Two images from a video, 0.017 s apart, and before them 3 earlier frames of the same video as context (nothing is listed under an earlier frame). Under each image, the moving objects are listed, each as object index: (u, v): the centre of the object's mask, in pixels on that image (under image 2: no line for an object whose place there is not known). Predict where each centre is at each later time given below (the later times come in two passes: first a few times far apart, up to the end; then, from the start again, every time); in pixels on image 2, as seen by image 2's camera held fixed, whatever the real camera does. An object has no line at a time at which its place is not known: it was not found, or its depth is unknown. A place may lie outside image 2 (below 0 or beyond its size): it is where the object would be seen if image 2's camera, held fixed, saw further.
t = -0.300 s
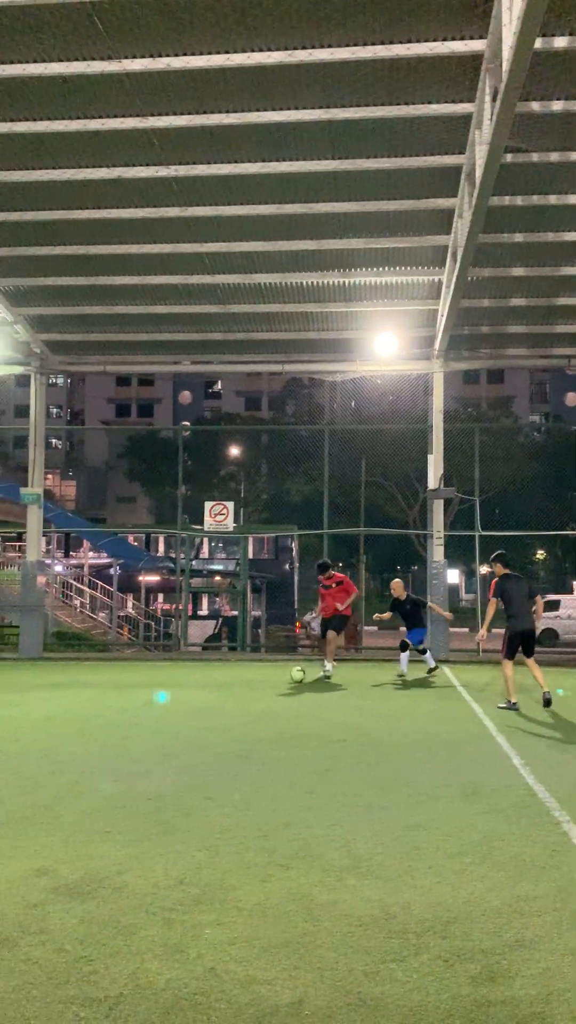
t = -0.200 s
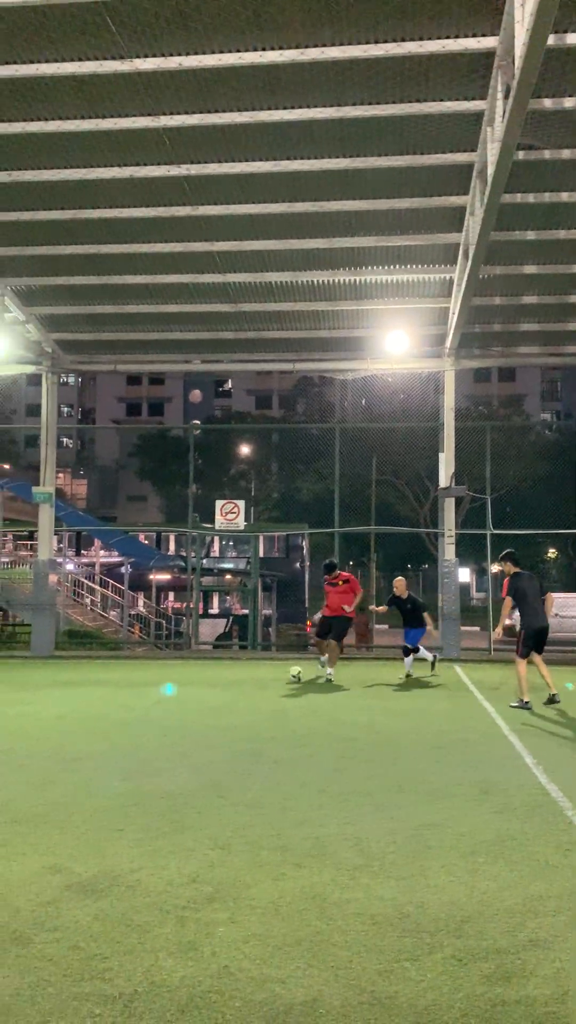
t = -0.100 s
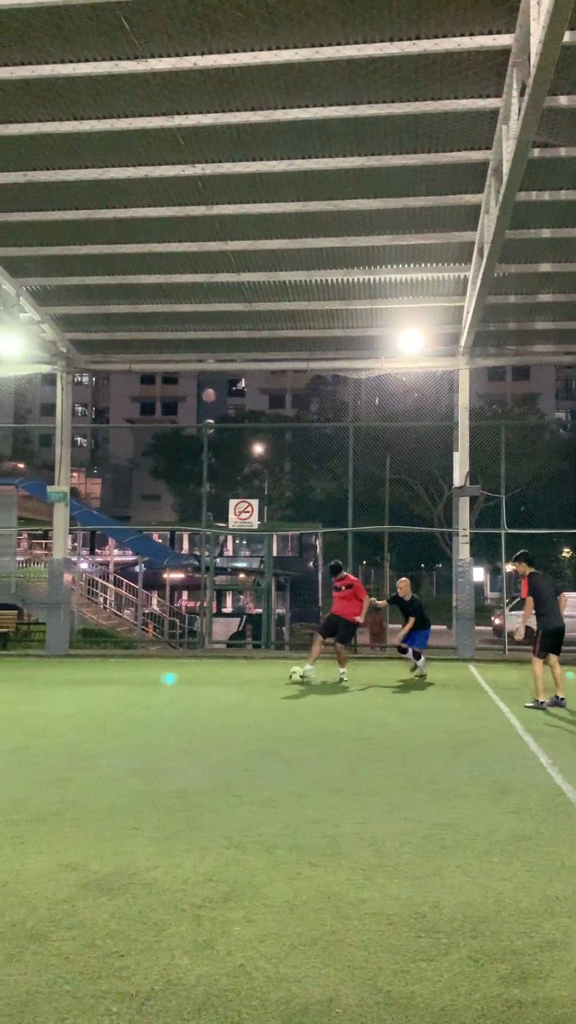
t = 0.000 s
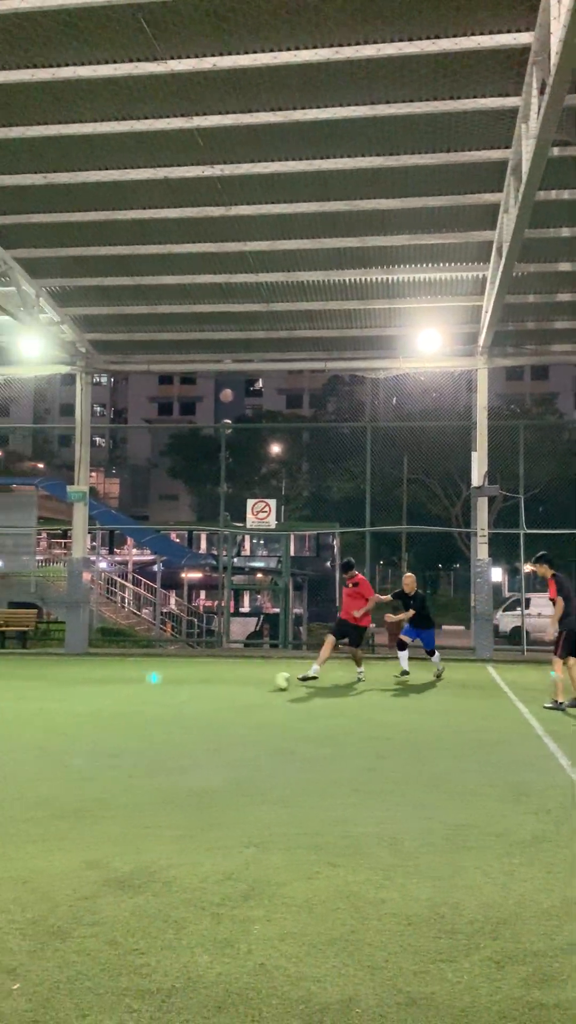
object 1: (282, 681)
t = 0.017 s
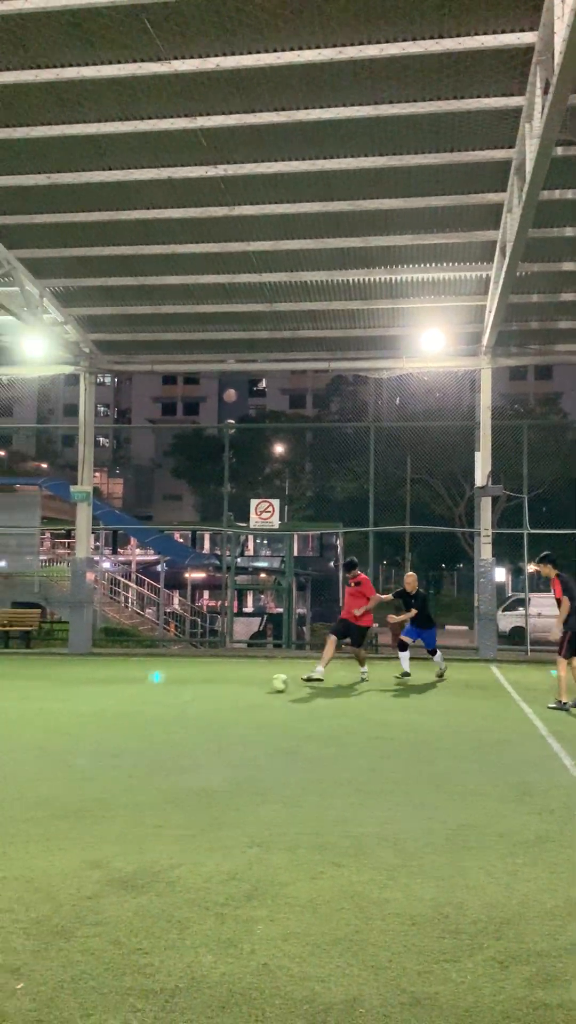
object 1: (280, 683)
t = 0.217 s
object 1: (193, 704)
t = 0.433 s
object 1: (75, 734)
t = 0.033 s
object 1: (273, 685)
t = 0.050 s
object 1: (266, 685)
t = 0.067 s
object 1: (260, 688)
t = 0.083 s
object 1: (252, 689)
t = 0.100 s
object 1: (246, 691)
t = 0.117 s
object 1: (239, 693)
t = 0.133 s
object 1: (231, 695)
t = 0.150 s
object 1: (224, 697)
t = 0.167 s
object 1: (217, 698)
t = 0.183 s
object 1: (209, 700)
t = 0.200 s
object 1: (202, 701)
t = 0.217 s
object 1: (193, 704)
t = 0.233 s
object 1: (184, 707)
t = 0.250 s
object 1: (175, 710)
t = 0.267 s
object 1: (167, 712)
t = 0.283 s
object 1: (159, 712)
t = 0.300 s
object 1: (151, 713)
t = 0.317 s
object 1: (142, 714)
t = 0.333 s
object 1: (133, 715)
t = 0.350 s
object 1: (125, 717)
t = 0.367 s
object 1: (115, 719)
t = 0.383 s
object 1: (106, 721)
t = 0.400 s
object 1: (95, 725)
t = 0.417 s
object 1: (85, 728)
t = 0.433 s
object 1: (75, 734)
